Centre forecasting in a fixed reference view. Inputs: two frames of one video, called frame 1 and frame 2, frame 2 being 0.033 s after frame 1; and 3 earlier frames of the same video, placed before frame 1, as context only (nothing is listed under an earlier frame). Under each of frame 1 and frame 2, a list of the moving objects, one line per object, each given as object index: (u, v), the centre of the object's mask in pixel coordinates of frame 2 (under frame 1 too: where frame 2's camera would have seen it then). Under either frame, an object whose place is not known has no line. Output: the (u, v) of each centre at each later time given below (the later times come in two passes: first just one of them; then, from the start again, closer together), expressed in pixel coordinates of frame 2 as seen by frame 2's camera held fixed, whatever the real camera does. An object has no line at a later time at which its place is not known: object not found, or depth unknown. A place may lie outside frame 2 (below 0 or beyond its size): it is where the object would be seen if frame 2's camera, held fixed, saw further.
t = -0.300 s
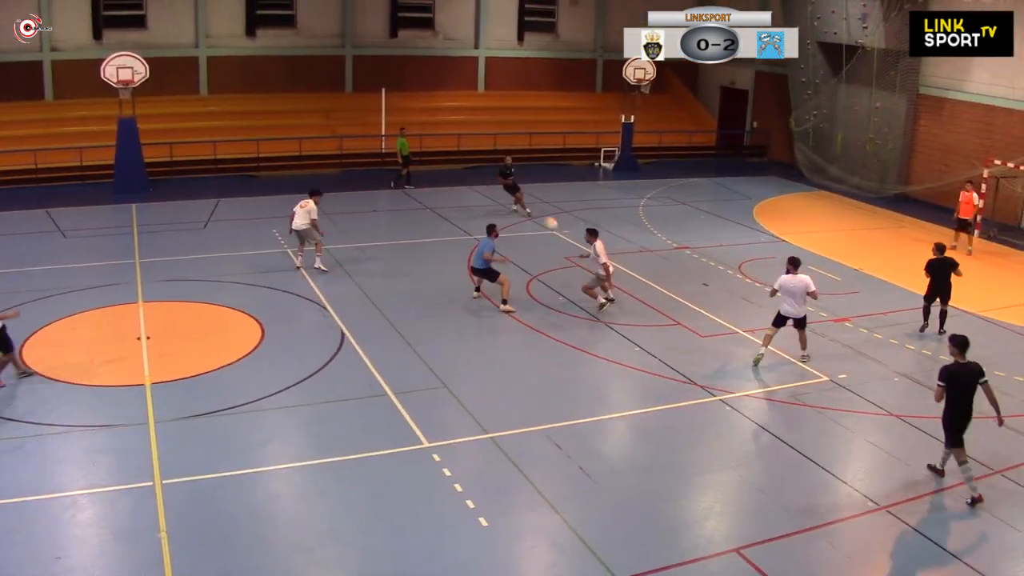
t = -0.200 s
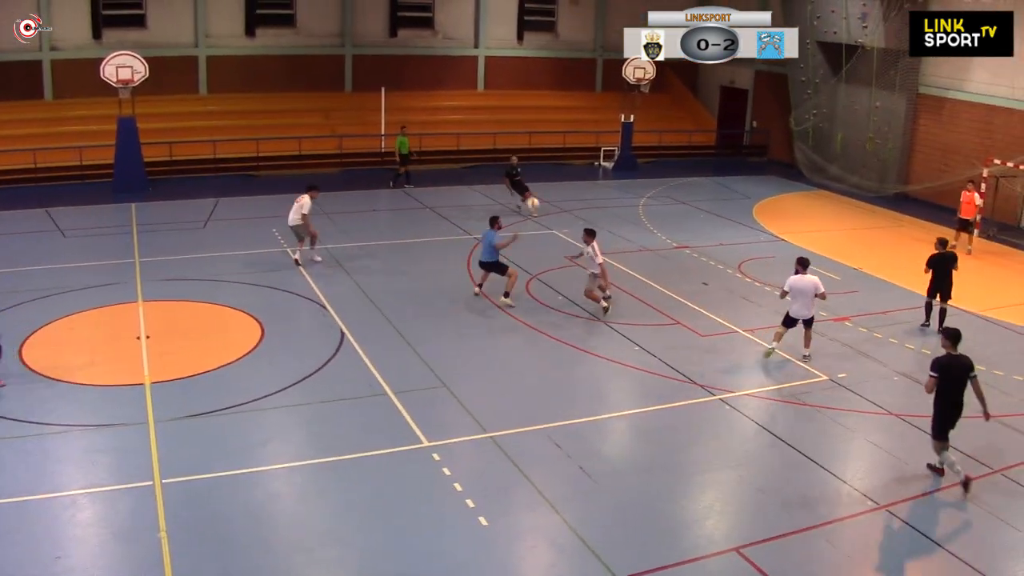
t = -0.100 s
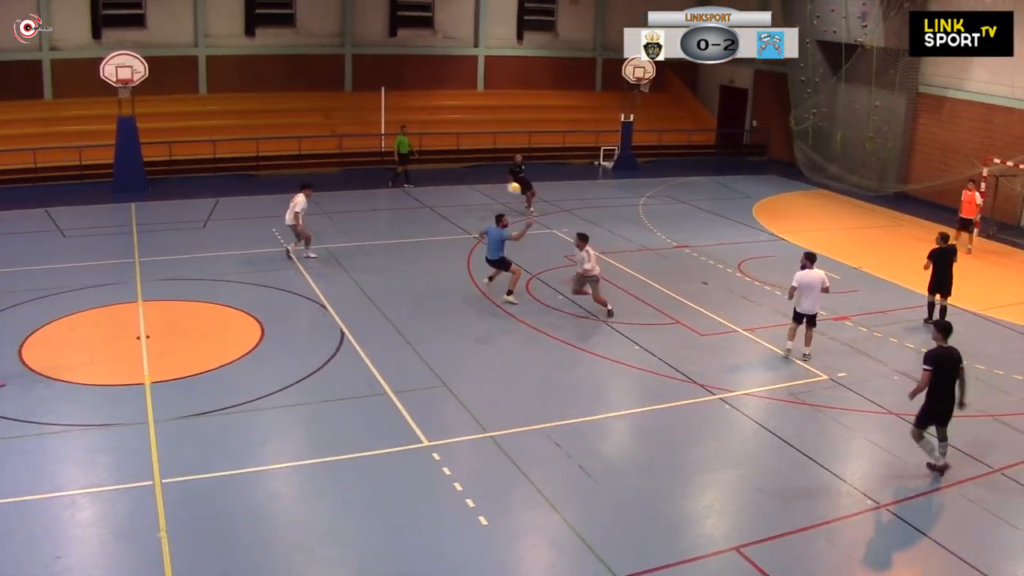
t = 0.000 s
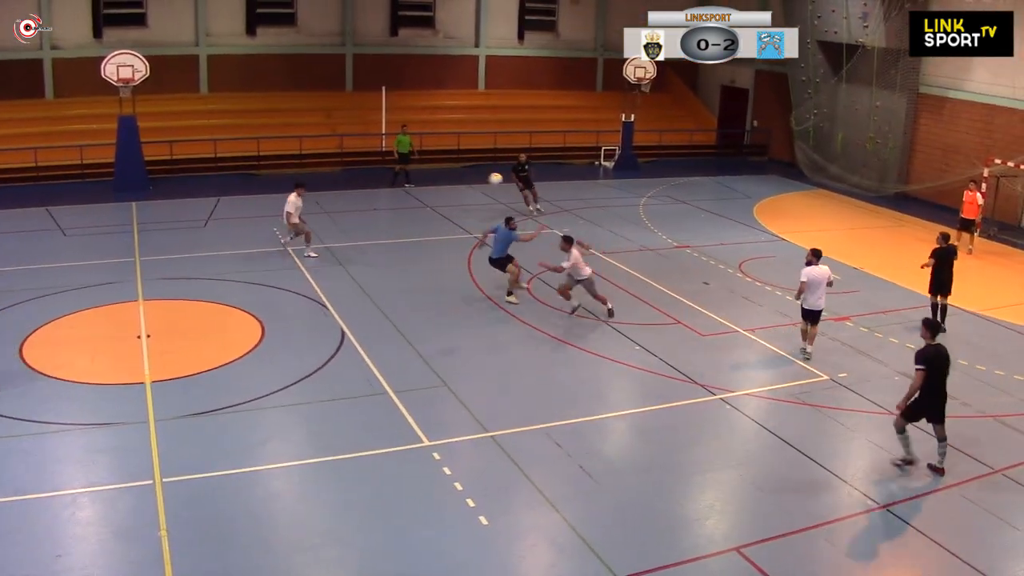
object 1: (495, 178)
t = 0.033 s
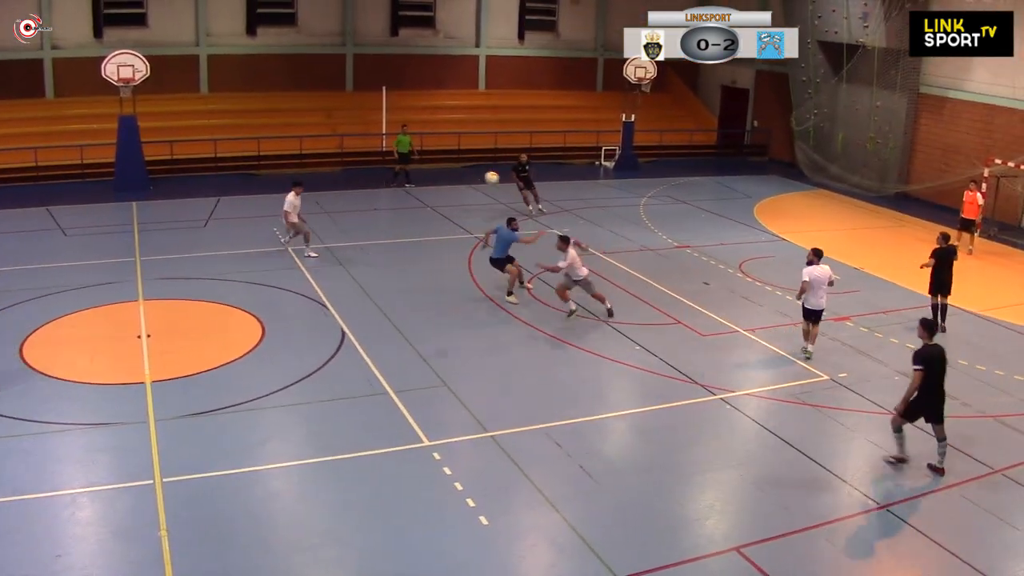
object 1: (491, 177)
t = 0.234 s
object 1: (451, 179)
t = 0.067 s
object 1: (484, 176)
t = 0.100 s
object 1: (475, 175)
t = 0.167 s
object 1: (463, 176)
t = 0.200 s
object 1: (454, 178)
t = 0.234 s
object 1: (451, 179)
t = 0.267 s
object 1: (442, 182)
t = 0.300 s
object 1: (434, 186)
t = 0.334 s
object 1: (429, 189)
